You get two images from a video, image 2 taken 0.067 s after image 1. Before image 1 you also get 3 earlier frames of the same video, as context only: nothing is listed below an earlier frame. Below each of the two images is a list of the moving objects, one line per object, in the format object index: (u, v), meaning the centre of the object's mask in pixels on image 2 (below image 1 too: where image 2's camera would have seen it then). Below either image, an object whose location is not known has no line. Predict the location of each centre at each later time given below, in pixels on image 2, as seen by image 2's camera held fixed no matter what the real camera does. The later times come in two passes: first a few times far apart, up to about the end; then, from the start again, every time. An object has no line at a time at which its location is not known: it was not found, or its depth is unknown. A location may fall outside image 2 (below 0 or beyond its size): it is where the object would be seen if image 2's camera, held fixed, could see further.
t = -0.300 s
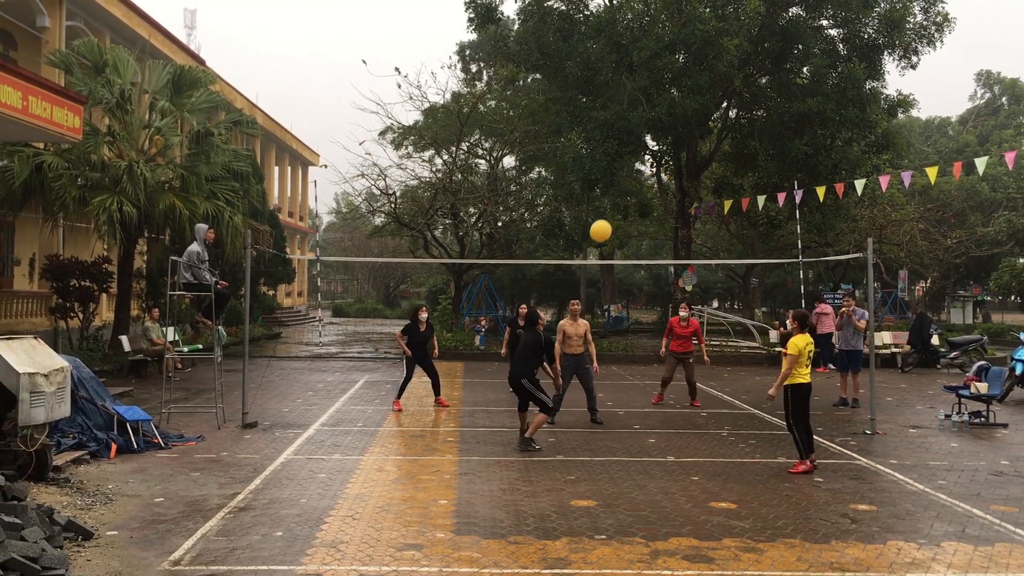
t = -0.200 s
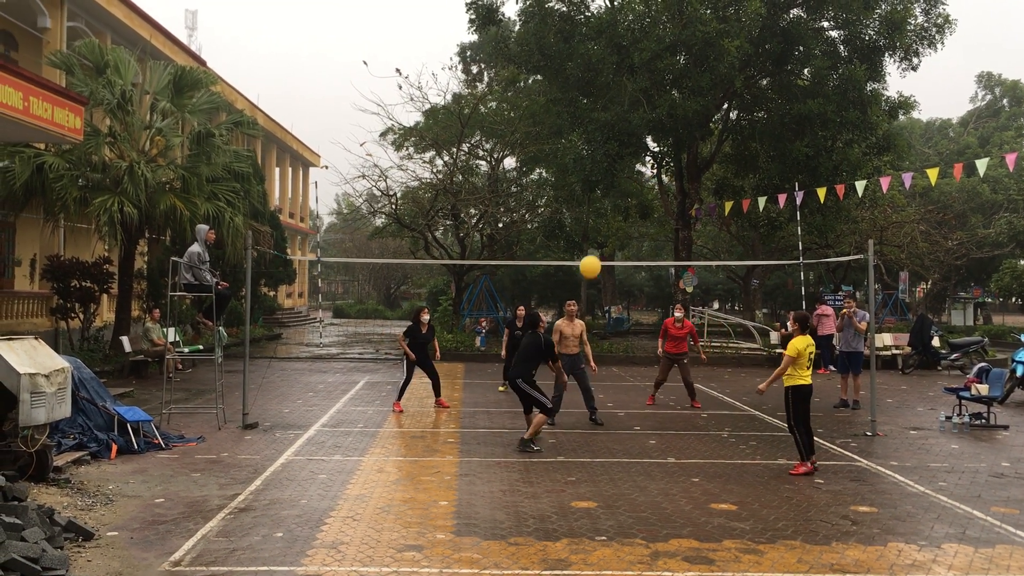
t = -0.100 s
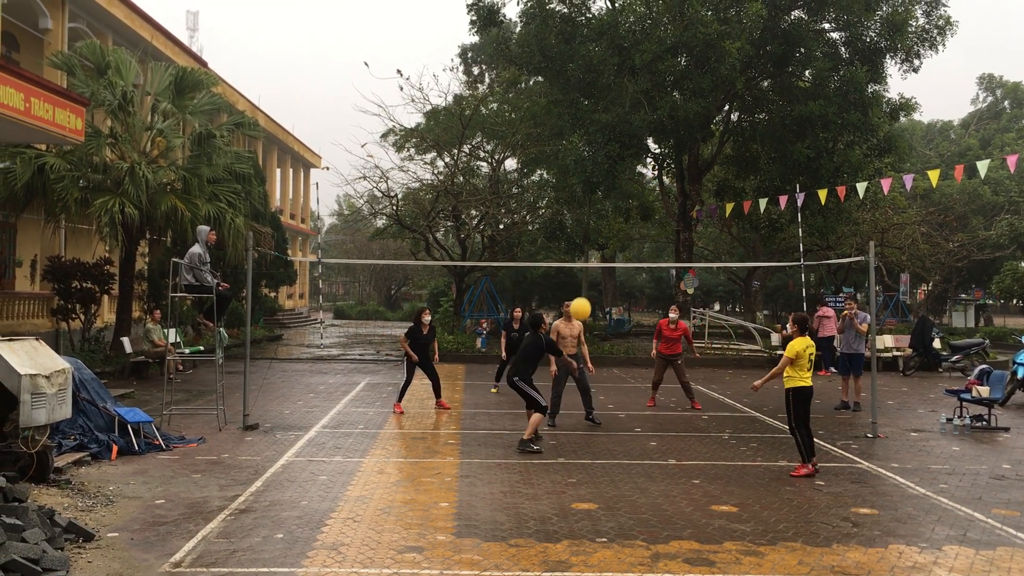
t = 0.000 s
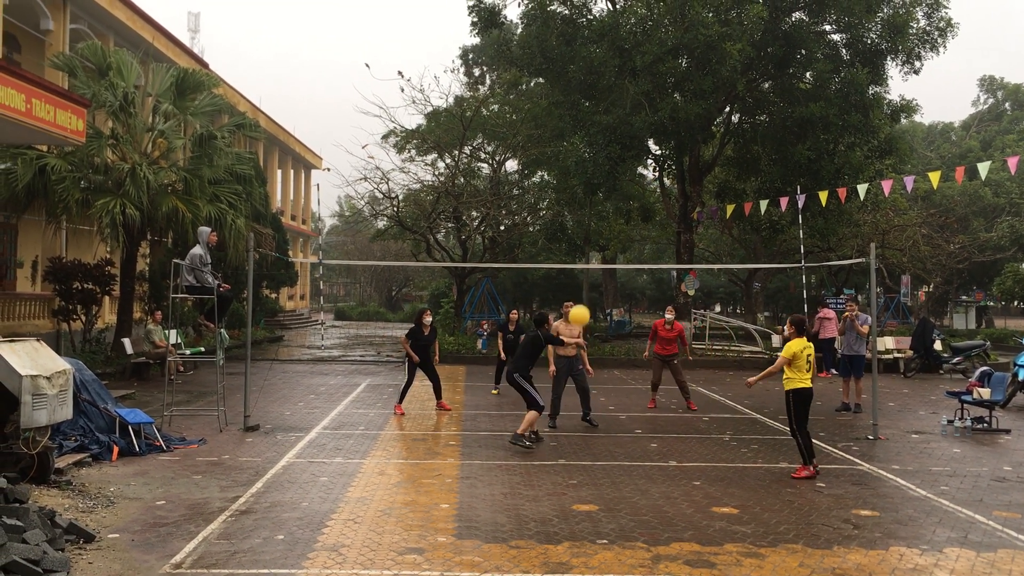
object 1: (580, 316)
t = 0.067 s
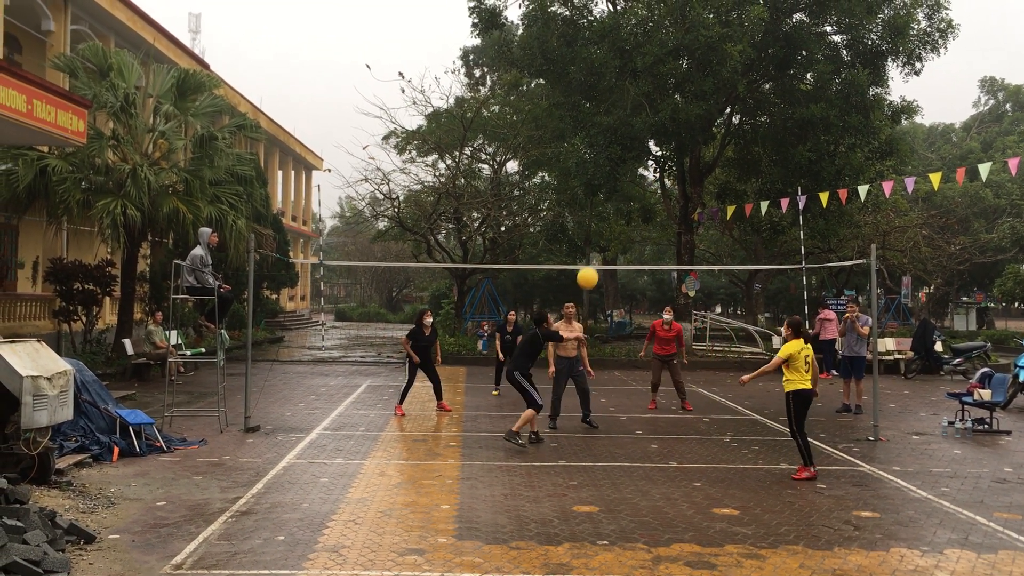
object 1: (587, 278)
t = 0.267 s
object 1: (610, 182)
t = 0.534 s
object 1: (636, 108)
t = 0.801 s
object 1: (660, 94)
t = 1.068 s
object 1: (683, 138)
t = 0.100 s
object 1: (591, 258)
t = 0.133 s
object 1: (595, 242)
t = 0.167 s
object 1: (599, 225)
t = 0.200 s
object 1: (602, 210)
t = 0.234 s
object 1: (606, 195)
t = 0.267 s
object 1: (610, 182)
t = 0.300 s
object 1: (613, 169)
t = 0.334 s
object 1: (616, 158)
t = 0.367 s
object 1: (620, 147)
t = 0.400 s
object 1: (623, 138)
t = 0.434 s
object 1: (626, 129)
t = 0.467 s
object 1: (630, 121)
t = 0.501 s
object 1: (633, 114)
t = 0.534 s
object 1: (636, 108)
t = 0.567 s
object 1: (639, 103)
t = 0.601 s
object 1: (642, 99)
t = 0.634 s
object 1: (645, 96)
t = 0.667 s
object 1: (648, 94)
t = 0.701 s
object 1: (651, 92)
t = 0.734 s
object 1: (654, 92)
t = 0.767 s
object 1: (657, 92)
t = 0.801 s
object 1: (660, 94)
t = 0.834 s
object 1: (663, 96)
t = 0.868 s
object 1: (666, 99)
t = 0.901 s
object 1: (669, 103)
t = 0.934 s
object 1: (672, 108)
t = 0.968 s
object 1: (675, 114)
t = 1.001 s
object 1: (678, 121)
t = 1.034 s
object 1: (680, 129)
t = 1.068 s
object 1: (683, 138)
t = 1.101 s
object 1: (686, 147)
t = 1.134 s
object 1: (688, 158)
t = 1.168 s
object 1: (691, 169)
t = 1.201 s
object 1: (694, 182)
